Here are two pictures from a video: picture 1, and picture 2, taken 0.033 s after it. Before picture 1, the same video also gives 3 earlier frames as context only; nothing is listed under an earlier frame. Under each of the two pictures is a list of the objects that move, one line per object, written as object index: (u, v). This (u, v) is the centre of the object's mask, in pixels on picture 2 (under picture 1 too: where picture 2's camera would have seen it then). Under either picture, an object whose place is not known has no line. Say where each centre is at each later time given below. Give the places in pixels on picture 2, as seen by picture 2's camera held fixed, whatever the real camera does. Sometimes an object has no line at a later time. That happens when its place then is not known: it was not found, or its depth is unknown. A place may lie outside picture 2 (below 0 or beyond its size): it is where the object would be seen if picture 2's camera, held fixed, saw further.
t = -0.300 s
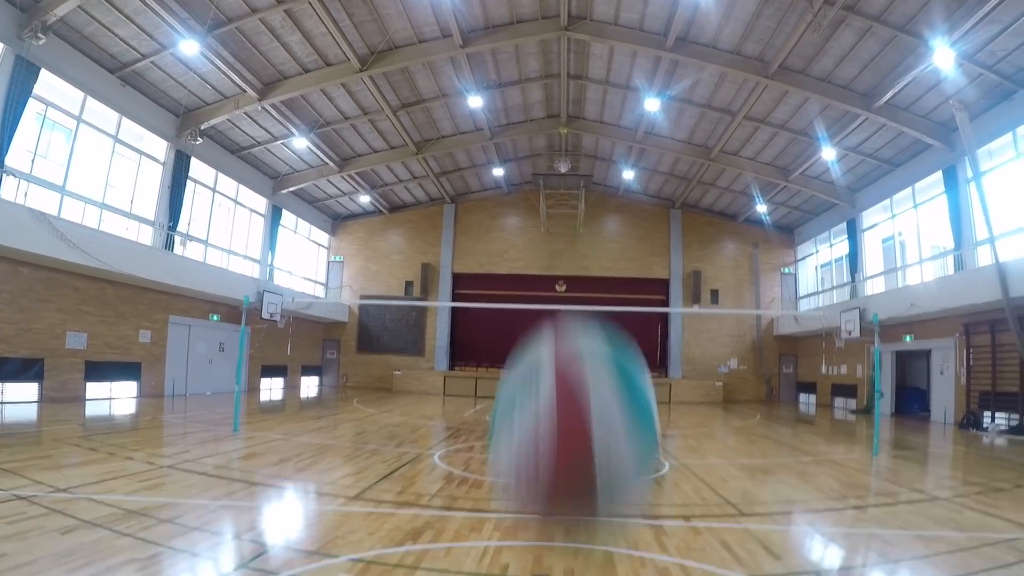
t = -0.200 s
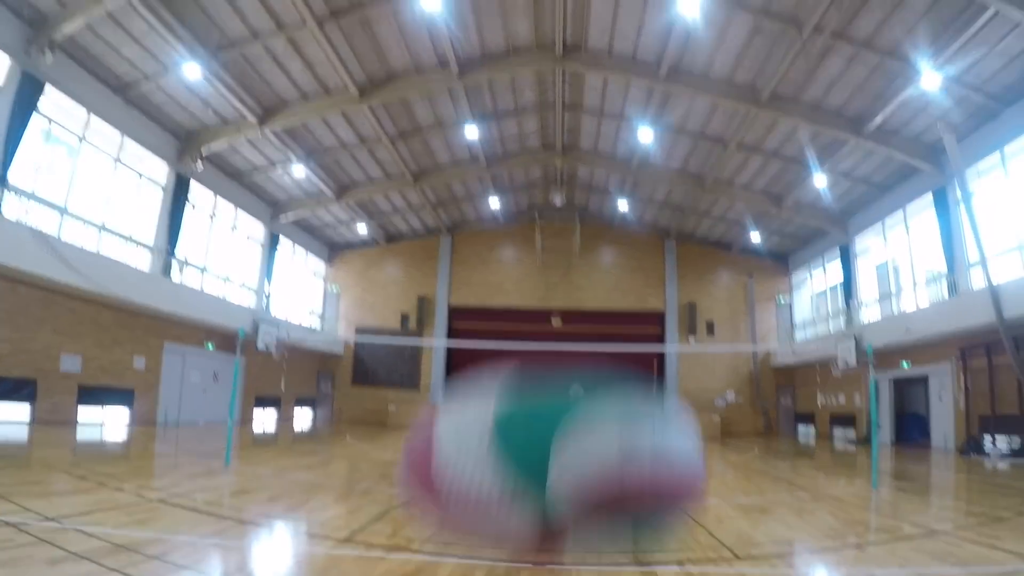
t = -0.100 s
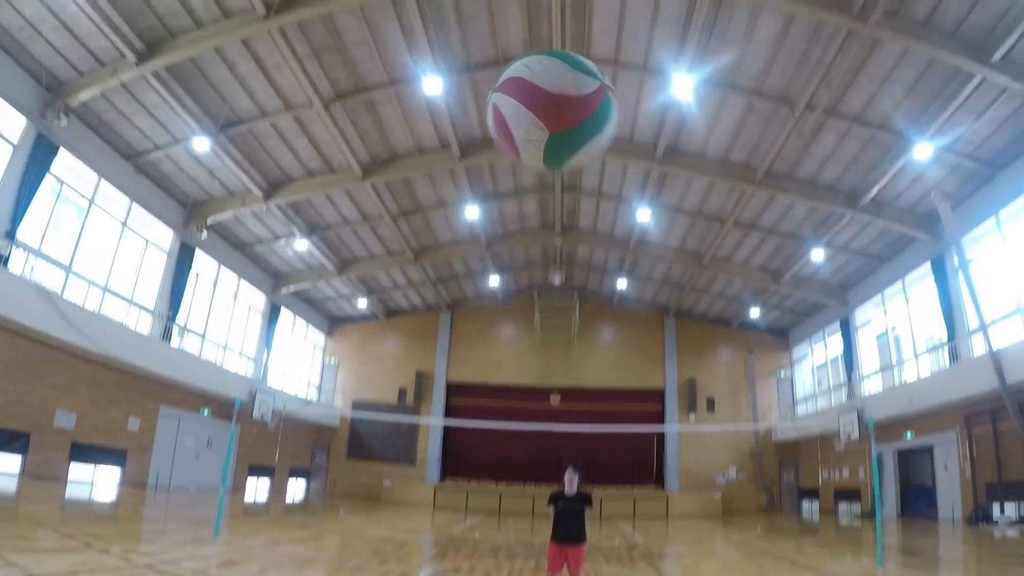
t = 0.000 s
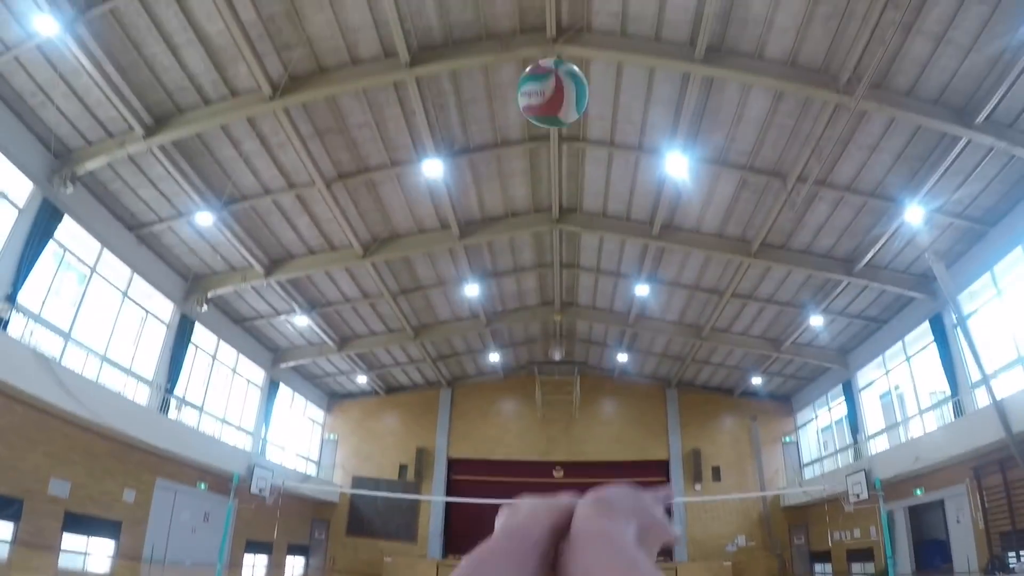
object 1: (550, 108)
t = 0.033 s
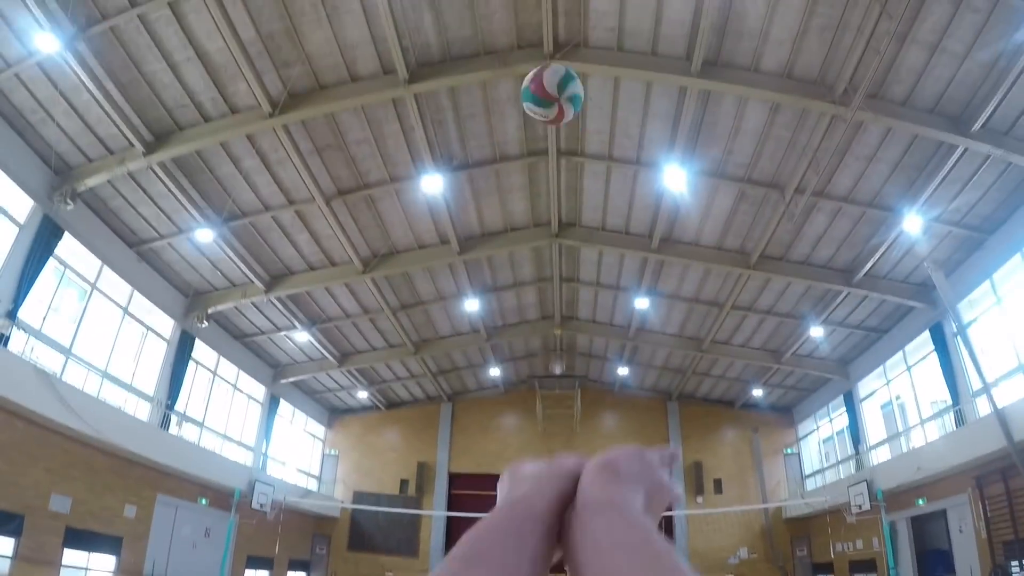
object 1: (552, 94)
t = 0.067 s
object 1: (554, 84)
